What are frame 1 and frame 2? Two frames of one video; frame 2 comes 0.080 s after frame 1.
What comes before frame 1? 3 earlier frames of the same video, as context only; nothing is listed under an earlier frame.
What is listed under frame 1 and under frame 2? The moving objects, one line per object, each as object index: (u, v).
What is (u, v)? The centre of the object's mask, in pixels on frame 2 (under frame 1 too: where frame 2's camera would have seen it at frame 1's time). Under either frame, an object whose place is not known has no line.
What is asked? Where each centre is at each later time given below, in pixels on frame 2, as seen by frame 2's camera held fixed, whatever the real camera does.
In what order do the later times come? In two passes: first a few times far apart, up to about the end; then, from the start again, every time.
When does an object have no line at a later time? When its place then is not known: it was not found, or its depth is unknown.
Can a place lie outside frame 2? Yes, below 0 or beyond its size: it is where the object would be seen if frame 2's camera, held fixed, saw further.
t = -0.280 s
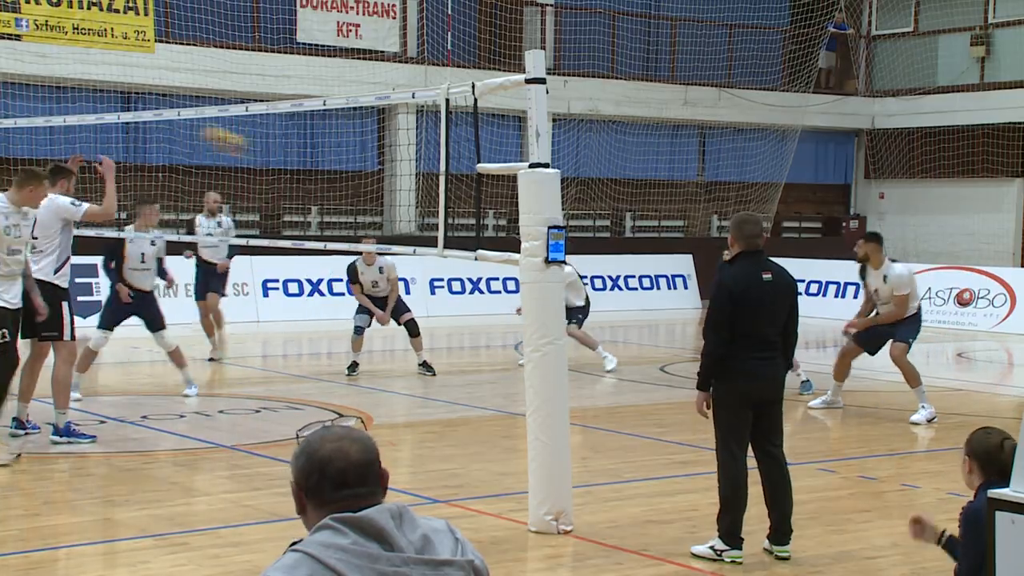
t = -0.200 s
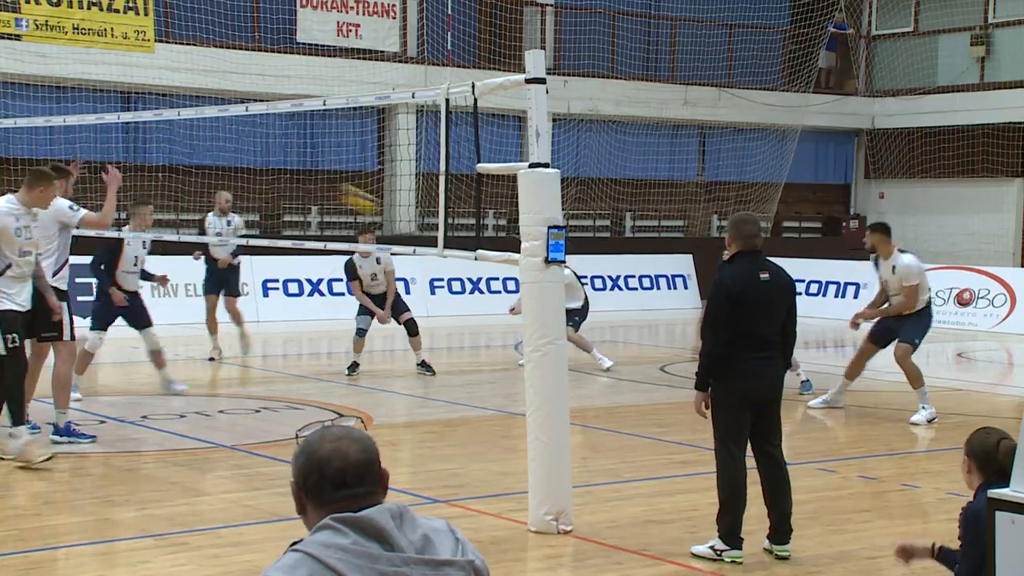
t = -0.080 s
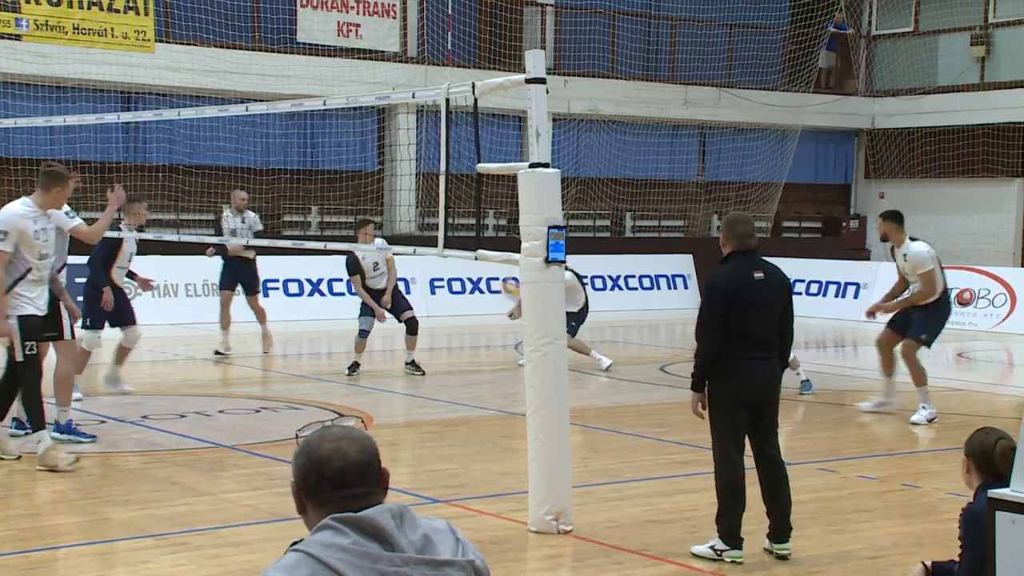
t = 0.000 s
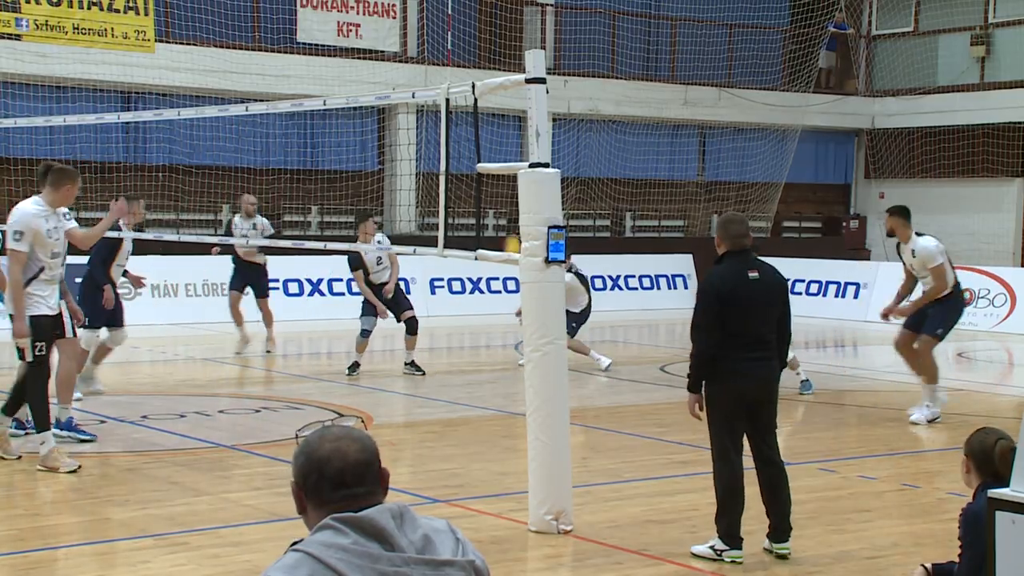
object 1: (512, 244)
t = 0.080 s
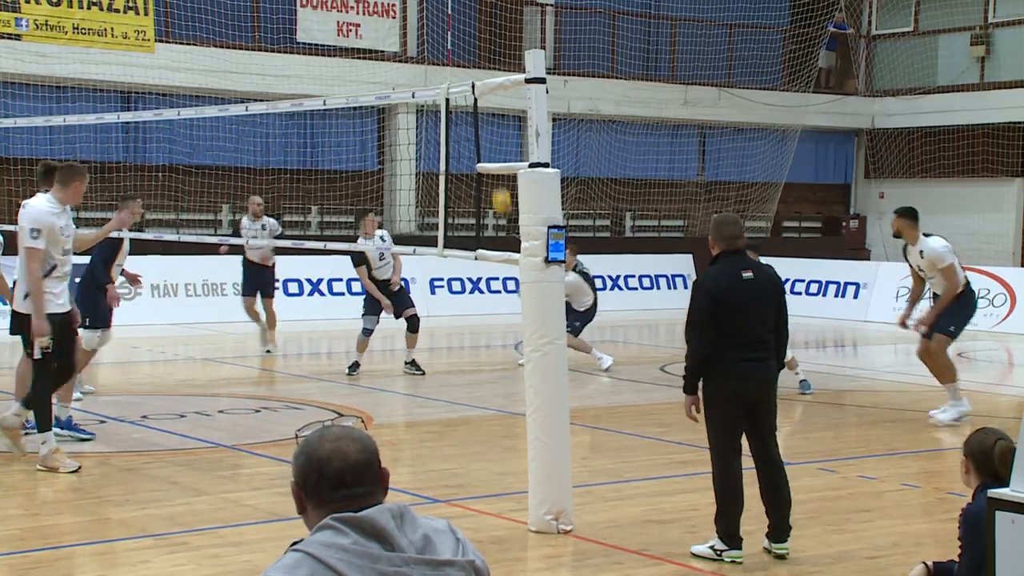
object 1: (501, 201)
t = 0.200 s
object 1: (486, 135)
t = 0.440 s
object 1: (454, 39)
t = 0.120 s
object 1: (495, 181)
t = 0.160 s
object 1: (490, 154)
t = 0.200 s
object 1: (486, 135)
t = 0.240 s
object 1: (482, 117)
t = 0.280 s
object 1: (473, 100)
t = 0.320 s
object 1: (467, 77)
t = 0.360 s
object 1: (464, 65)
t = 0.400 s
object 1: (459, 52)
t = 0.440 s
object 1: (454, 39)
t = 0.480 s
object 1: (449, 27)
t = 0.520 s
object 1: (442, 16)
